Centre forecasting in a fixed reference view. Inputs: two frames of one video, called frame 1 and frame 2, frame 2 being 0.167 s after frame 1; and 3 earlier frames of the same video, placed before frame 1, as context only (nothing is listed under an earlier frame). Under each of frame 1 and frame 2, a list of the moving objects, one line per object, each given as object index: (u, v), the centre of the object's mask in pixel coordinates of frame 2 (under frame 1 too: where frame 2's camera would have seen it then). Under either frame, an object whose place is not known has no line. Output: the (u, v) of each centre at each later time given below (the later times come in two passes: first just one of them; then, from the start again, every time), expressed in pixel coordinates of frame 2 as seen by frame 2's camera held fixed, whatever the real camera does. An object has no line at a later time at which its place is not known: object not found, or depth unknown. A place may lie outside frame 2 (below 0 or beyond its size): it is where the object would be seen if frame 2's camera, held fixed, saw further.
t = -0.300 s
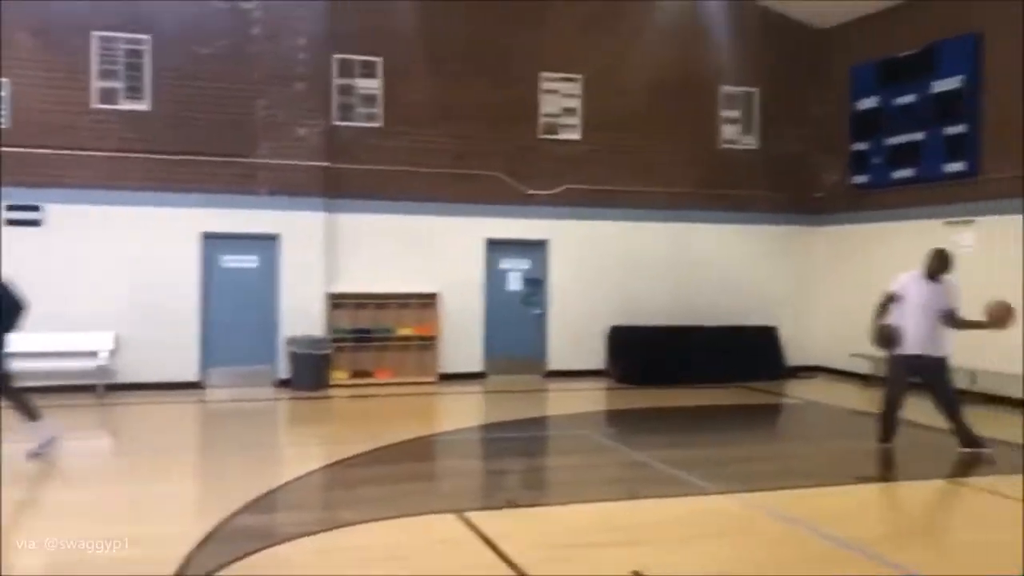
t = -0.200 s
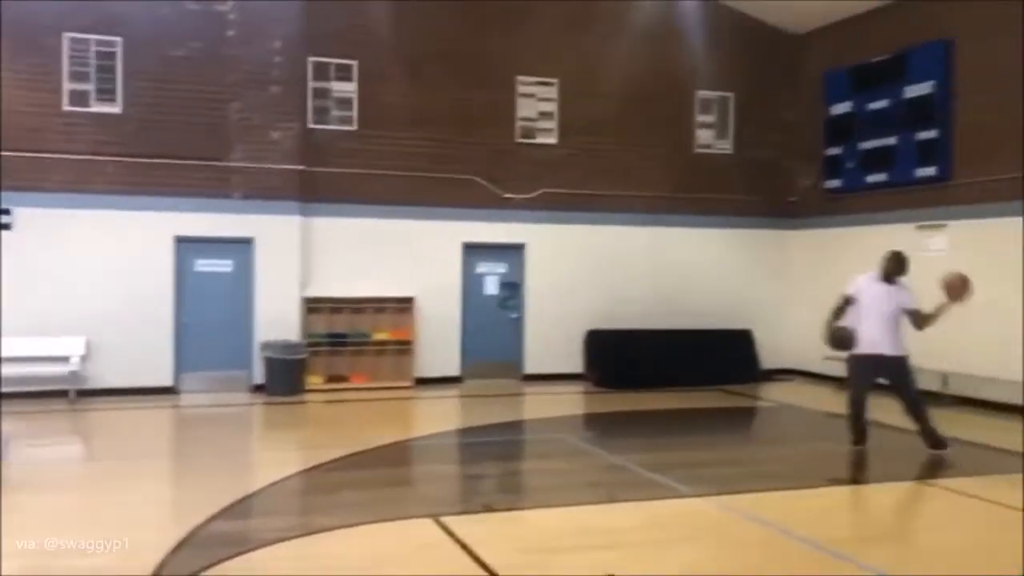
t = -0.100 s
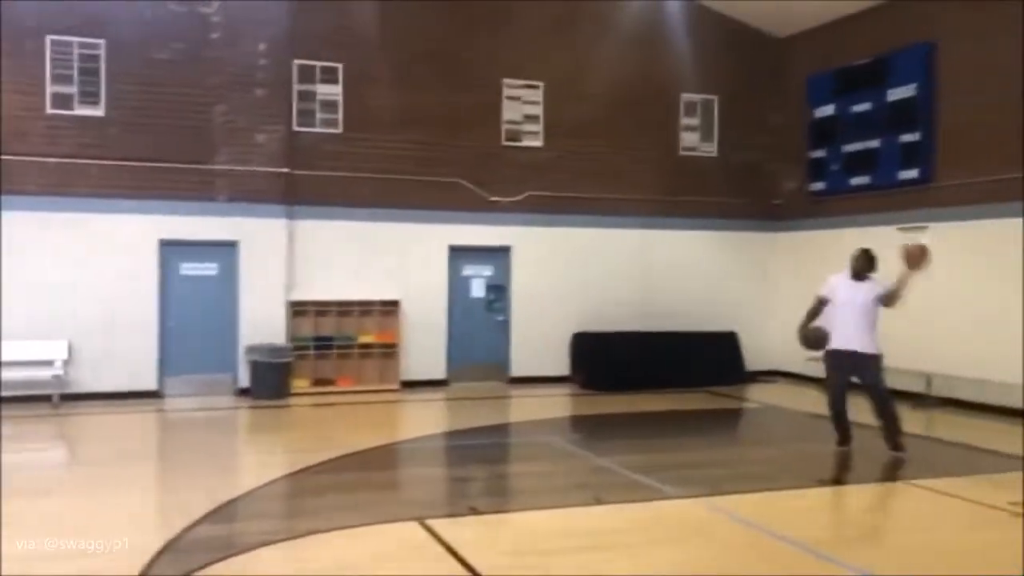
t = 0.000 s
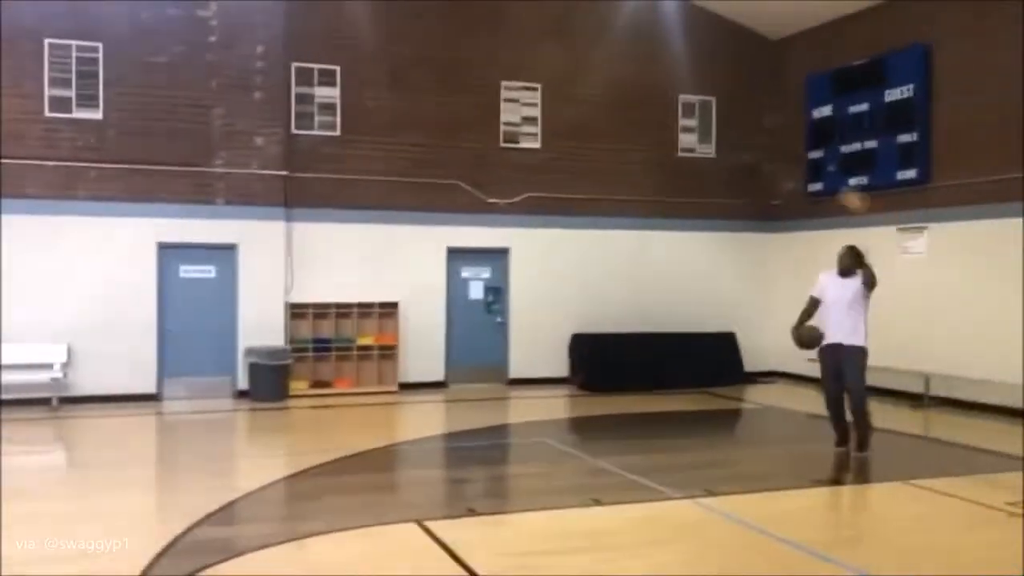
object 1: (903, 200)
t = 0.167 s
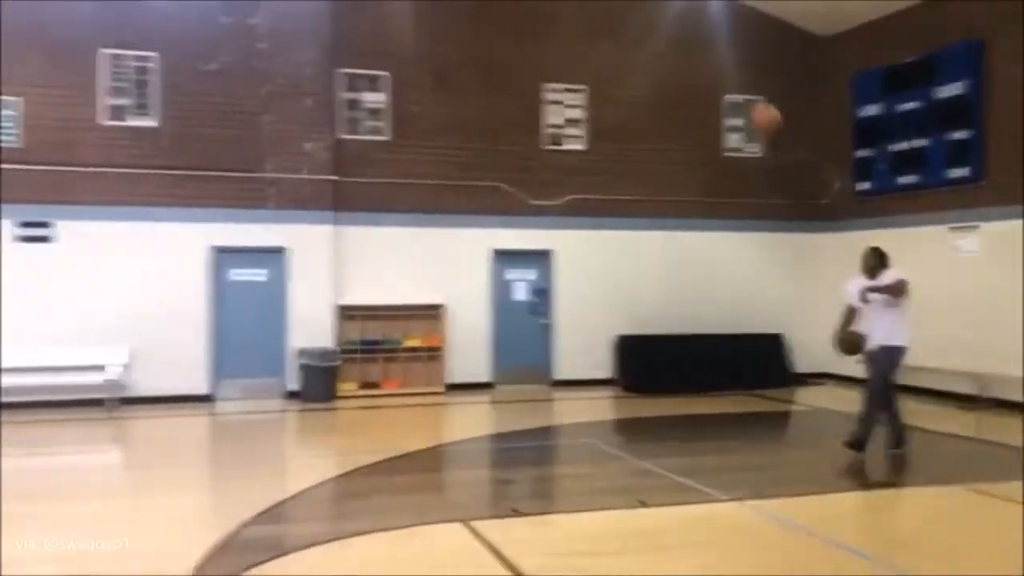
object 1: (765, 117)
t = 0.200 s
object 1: (734, 101)
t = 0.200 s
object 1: (734, 101)
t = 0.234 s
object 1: (704, 89)
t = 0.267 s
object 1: (672, 77)
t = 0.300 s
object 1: (639, 67)
